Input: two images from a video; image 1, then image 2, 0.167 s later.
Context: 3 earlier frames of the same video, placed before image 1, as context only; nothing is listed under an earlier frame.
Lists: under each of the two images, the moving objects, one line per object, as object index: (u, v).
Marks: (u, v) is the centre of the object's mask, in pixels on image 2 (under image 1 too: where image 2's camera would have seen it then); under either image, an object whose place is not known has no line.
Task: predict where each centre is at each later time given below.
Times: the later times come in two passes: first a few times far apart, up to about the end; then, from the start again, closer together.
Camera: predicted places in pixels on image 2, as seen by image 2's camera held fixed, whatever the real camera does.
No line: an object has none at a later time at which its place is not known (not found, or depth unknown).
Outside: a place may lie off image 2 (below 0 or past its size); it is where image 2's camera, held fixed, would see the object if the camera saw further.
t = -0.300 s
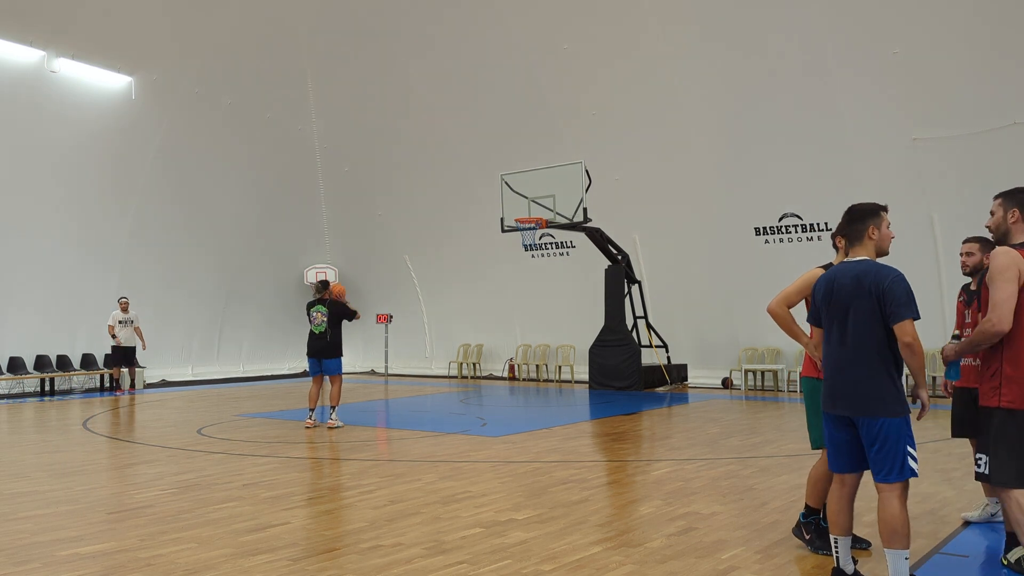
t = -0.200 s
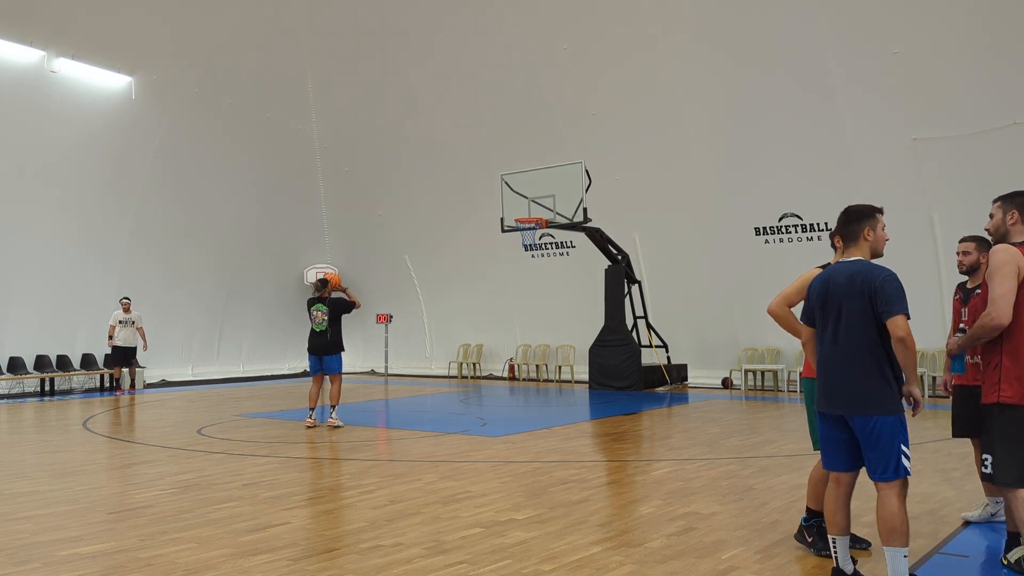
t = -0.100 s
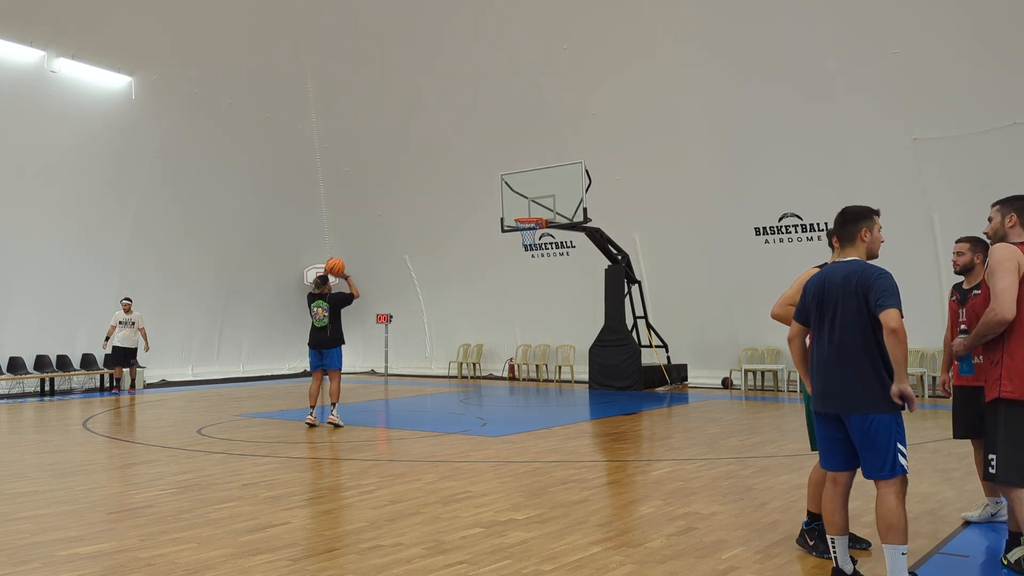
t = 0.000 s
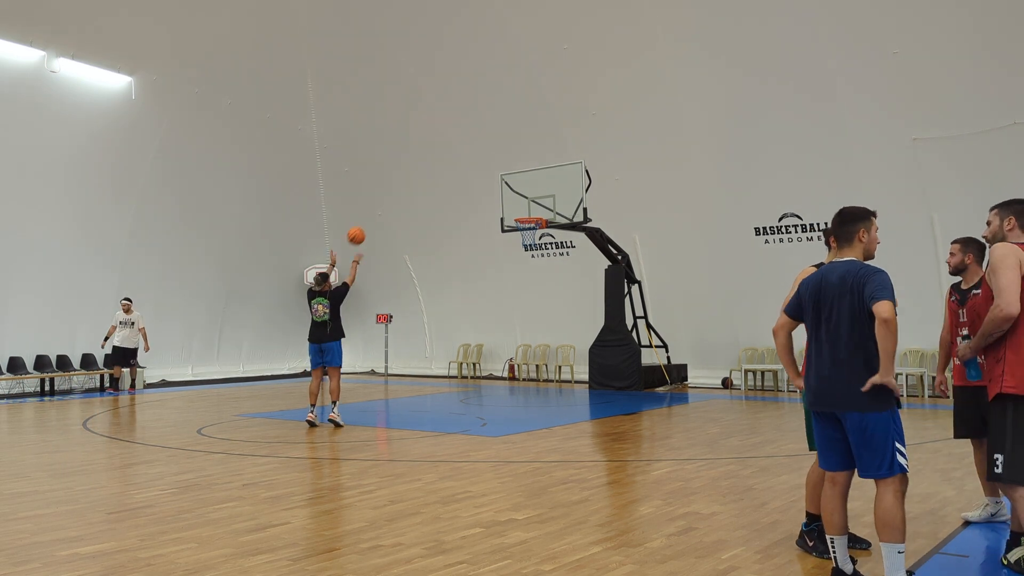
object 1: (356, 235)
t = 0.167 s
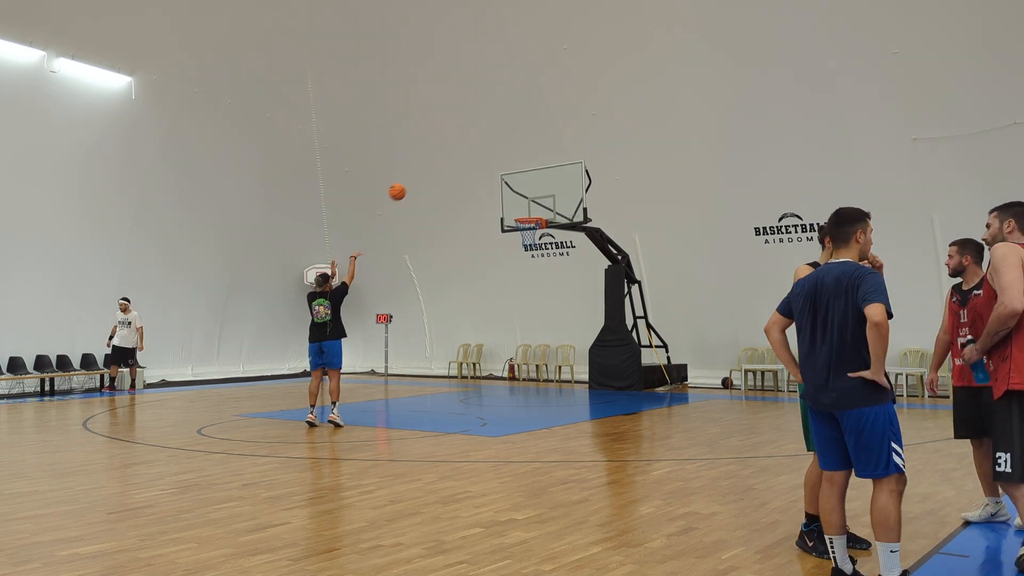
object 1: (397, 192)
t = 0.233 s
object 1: (412, 180)
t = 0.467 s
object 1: (461, 167)
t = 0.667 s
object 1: (498, 182)
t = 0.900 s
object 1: (533, 226)
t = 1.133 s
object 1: (519, 275)
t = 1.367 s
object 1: (505, 354)
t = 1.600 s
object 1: (489, 353)
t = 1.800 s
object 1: (471, 311)
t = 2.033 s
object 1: (451, 292)
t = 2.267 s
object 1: (431, 306)
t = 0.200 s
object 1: (405, 186)
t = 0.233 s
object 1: (412, 180)
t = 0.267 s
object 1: (420, 176)
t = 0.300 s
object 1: (427, 173)
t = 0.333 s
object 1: (434, 170)
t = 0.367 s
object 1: (441, 168)
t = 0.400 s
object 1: (448, 167)
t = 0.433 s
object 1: (454, 166)
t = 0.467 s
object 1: (461, 167)
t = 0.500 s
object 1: (467, 168)
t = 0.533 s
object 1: (474, 169)
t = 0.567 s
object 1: (480, 171)
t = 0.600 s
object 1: (486, 174)
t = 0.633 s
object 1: (492, 178)
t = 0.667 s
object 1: (498, 182)
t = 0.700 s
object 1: (503, 187)
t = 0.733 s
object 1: (509, 192)
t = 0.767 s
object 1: (514, 198)
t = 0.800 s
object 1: (520, 204)
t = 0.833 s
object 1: (525, 211)
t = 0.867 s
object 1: (531, 217)
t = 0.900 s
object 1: (533, 226)
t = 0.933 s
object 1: (531, 232)
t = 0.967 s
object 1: (528, 238)
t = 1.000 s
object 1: (526, 244)
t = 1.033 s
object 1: (524, 251)
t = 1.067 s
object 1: (522, 258)
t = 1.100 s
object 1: (521, 266)
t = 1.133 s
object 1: (519, 275)
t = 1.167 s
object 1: (517, 284)
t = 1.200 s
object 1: (514, 294)
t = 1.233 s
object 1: (513, 304)
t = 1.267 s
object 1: (511, 316)
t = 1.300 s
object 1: (509, 328)
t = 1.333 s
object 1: (507, 341)
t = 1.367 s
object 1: (505, 354)
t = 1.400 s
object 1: (503, 368)
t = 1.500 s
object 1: (497, 383)
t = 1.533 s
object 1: (493, 373)
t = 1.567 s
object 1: (491, 363)
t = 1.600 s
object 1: (489, 353)
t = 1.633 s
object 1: (485, 345)
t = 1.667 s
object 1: (483, 337)
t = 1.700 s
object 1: (480, 330)
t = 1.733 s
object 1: (477, 323)
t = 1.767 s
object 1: (474, 317)
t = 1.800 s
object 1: (471, 311)
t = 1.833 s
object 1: (469, 306)
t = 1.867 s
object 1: (466, 302)
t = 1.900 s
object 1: (463, 299)
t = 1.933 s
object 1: (460, 296)
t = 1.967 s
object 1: (457, 294)
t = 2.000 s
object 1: (454, 293)
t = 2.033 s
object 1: (451, 292)
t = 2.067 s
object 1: (448, 292)
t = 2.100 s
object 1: (445, 292)
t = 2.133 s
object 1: (442, 294)
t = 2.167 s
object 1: (439, 296)
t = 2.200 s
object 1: (436, 299)
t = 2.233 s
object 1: (434, 302)
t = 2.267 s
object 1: (431, 306)
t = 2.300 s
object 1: (428, 311)
